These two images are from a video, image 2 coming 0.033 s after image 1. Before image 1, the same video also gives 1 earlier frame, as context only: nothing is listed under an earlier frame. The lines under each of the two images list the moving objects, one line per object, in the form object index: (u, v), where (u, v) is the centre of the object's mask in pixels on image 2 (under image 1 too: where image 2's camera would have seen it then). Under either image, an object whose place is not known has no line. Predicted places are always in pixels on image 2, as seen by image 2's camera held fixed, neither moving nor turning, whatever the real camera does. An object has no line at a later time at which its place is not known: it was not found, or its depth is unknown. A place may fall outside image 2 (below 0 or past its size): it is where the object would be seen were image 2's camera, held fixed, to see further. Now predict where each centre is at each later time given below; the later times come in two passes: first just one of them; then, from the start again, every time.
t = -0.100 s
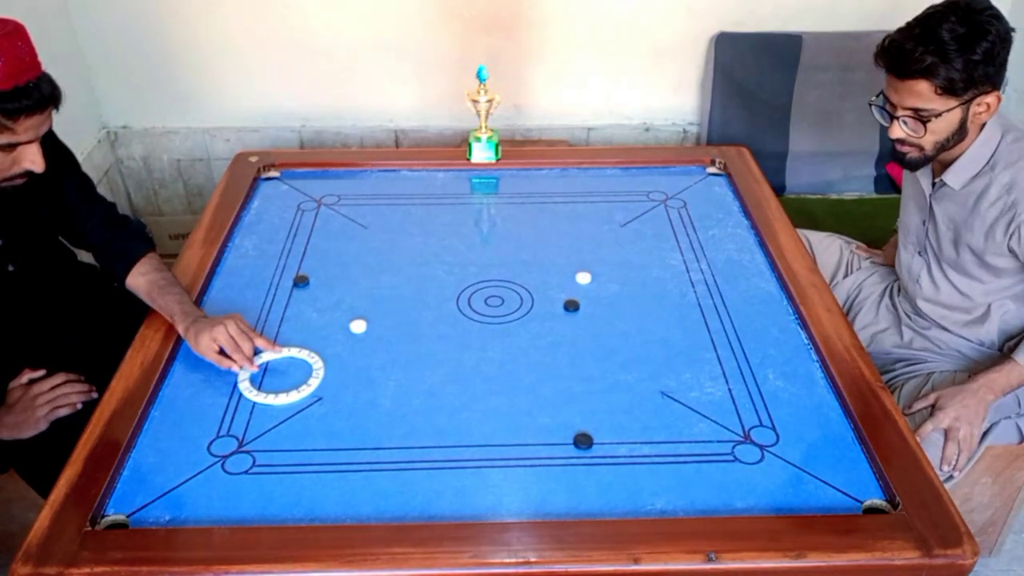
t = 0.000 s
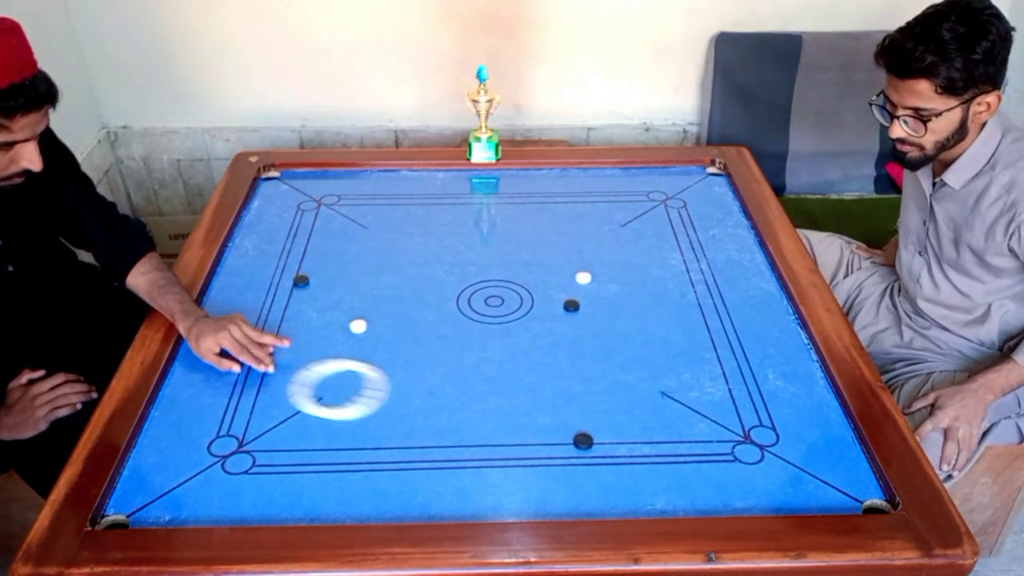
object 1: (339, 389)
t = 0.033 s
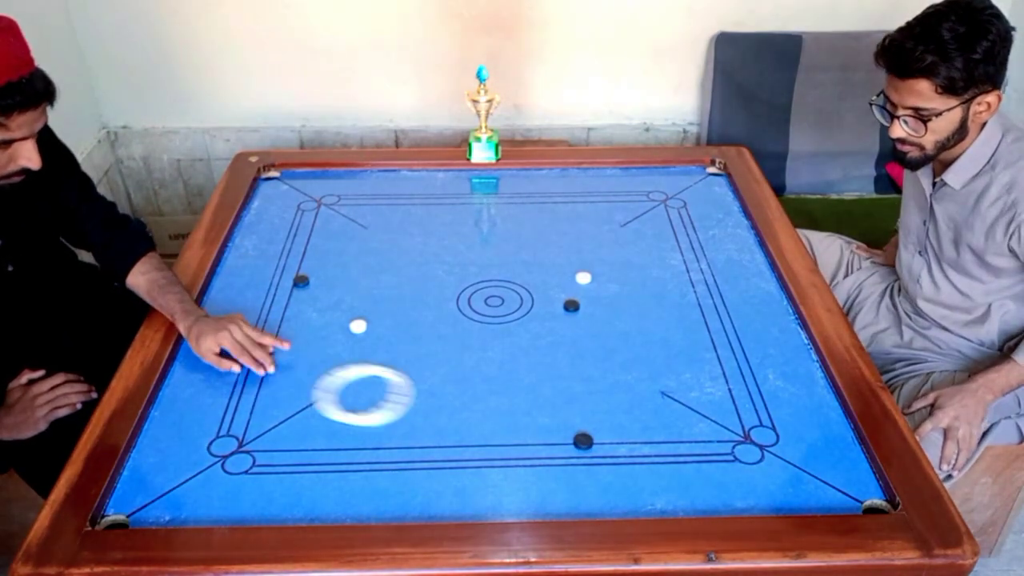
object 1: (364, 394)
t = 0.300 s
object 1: (567, 441)
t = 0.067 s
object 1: (389, 400)
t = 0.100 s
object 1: (414, 406)
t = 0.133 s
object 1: (440, 412)
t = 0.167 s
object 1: (466, 417)
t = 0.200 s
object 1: (492, 423)
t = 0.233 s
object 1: (519, 430)
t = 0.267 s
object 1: (544, 435)
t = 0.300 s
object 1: (567, 441)
